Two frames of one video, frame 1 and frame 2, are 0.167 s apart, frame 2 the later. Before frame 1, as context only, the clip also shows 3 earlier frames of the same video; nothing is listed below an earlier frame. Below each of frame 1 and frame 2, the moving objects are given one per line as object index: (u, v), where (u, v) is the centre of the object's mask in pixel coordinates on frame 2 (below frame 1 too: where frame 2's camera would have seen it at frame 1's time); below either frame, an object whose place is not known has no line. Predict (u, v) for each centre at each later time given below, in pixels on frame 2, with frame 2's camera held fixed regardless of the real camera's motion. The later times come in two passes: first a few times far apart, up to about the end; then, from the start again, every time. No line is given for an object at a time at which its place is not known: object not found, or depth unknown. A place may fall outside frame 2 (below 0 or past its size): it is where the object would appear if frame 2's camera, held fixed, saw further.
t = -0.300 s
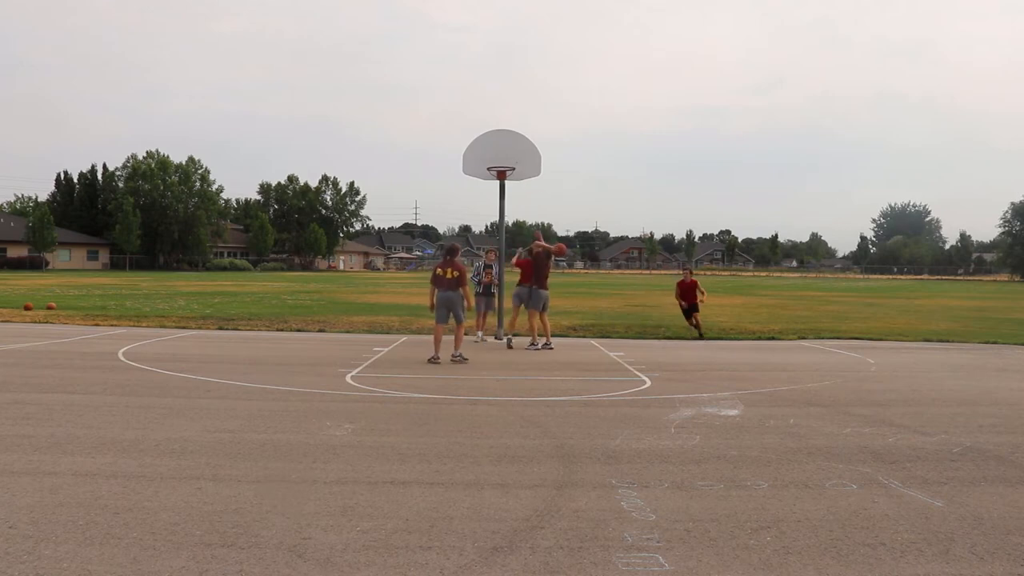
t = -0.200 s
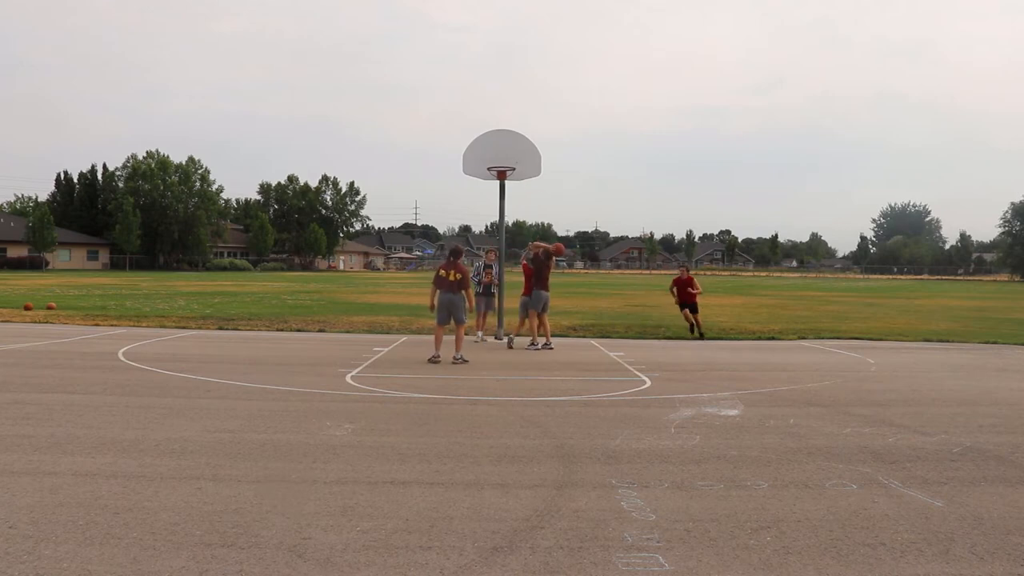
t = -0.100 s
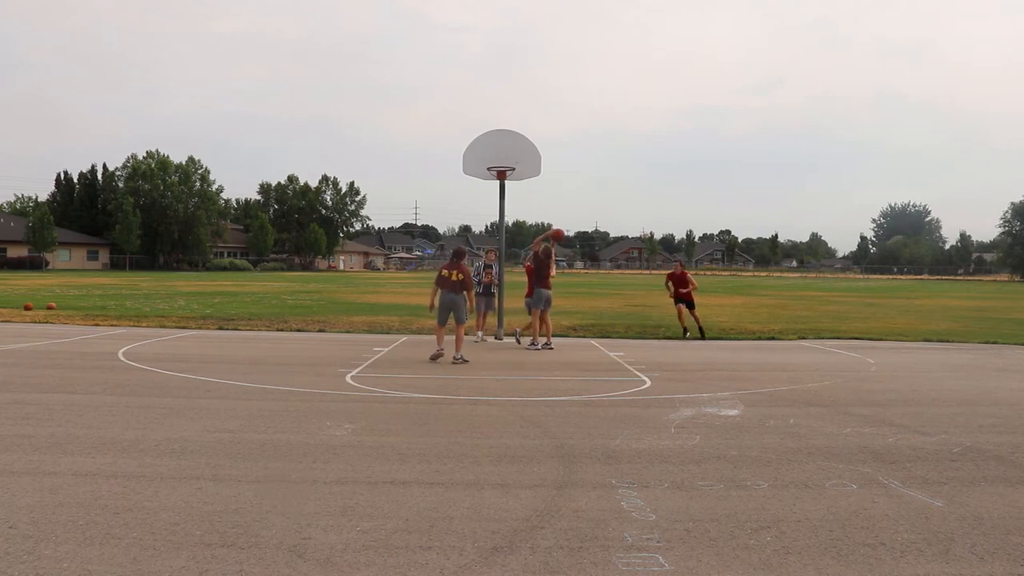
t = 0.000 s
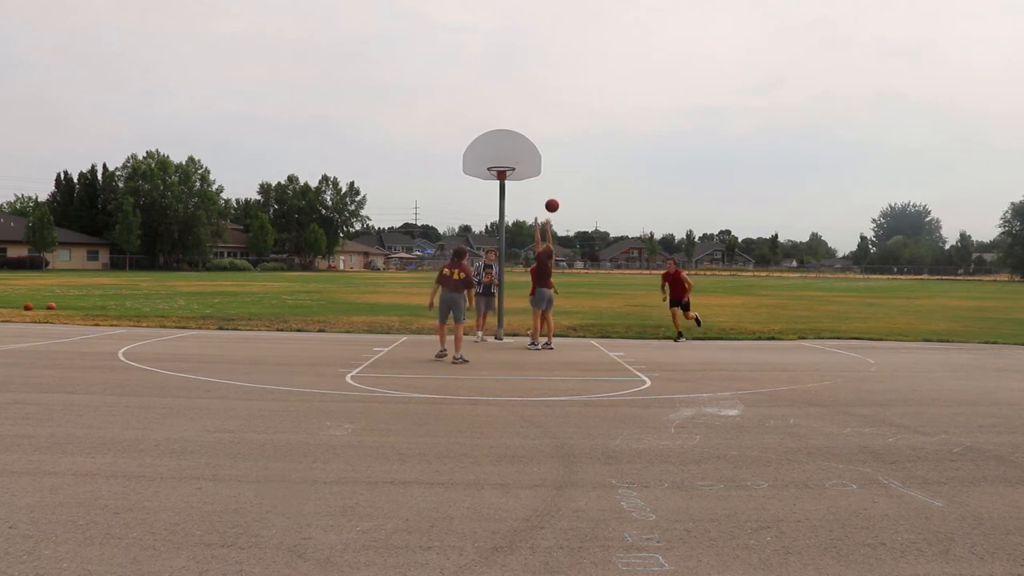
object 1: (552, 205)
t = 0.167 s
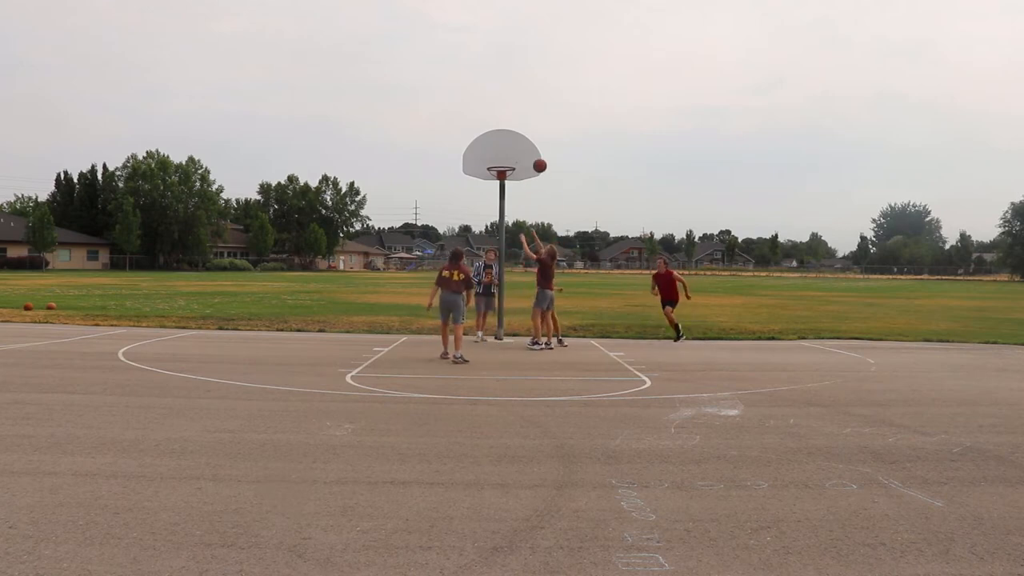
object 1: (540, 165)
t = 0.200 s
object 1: (537, 160)
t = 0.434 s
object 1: (521, 136)
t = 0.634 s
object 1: (508, 140)
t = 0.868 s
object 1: (500, 163)
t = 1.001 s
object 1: (498, 178)
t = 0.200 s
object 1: (537, 160)
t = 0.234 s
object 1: (535, 154)
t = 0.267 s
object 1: (532, 150)
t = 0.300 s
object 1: (530, 146)
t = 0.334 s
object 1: (528, 142)
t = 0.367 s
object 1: (525, 140)
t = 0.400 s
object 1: (523, 138)
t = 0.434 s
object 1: (521, 136)
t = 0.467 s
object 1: (518, 136)
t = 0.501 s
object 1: (516, 136)
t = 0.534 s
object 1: (514, 136)
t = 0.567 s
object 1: (511, 137)
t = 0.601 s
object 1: (509, 139)
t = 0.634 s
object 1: (508, 140)
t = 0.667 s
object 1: (507, 142)
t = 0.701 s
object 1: (506, 145)
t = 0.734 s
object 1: (505, 148)
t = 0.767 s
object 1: (504, 151)
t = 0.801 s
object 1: (503, 156)
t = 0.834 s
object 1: (501, 160)
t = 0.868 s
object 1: (500, 163)
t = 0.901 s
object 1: (500, 164)
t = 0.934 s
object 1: (499, 167)
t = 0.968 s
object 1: (499, 175)
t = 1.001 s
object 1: (498, 178)
